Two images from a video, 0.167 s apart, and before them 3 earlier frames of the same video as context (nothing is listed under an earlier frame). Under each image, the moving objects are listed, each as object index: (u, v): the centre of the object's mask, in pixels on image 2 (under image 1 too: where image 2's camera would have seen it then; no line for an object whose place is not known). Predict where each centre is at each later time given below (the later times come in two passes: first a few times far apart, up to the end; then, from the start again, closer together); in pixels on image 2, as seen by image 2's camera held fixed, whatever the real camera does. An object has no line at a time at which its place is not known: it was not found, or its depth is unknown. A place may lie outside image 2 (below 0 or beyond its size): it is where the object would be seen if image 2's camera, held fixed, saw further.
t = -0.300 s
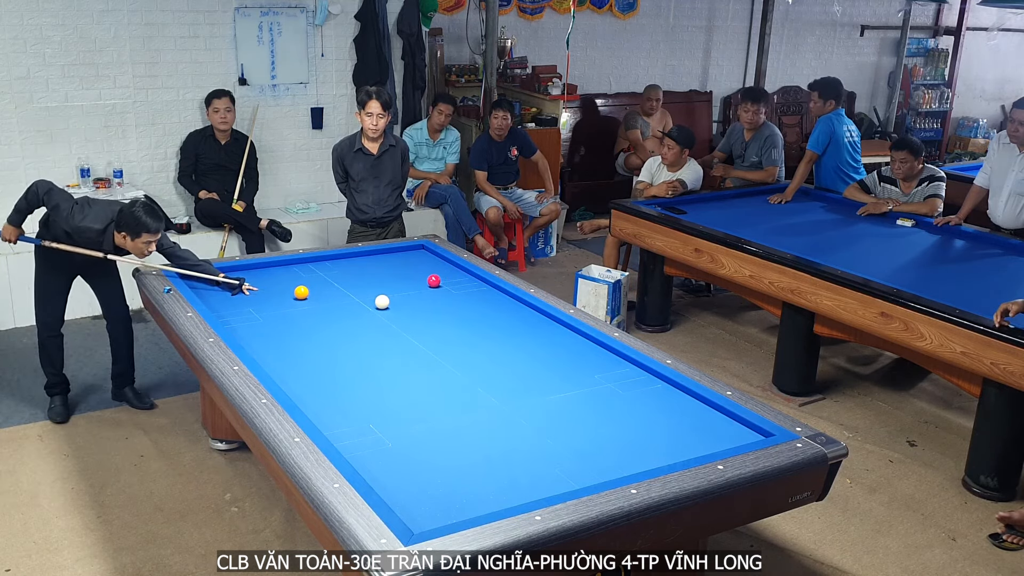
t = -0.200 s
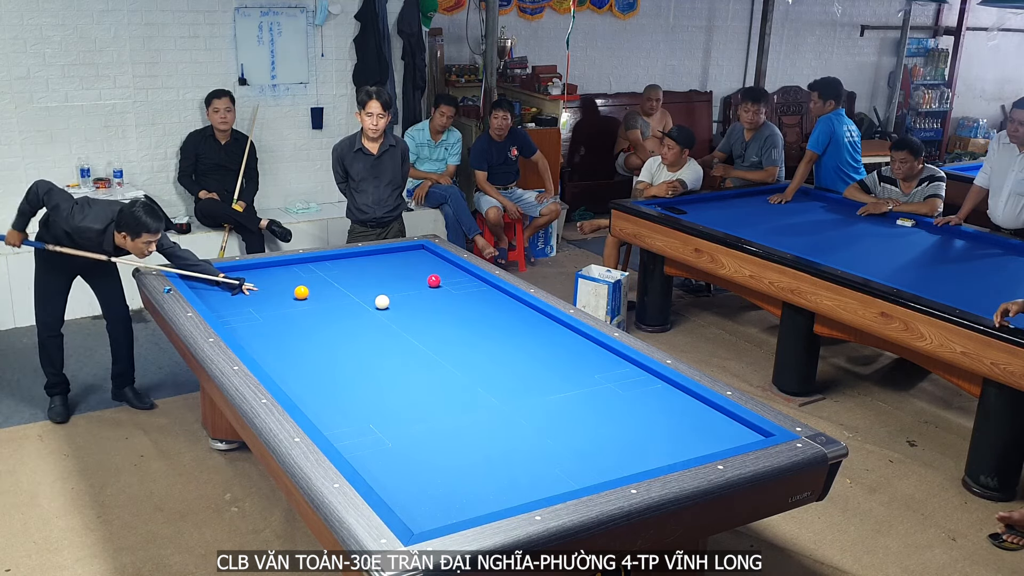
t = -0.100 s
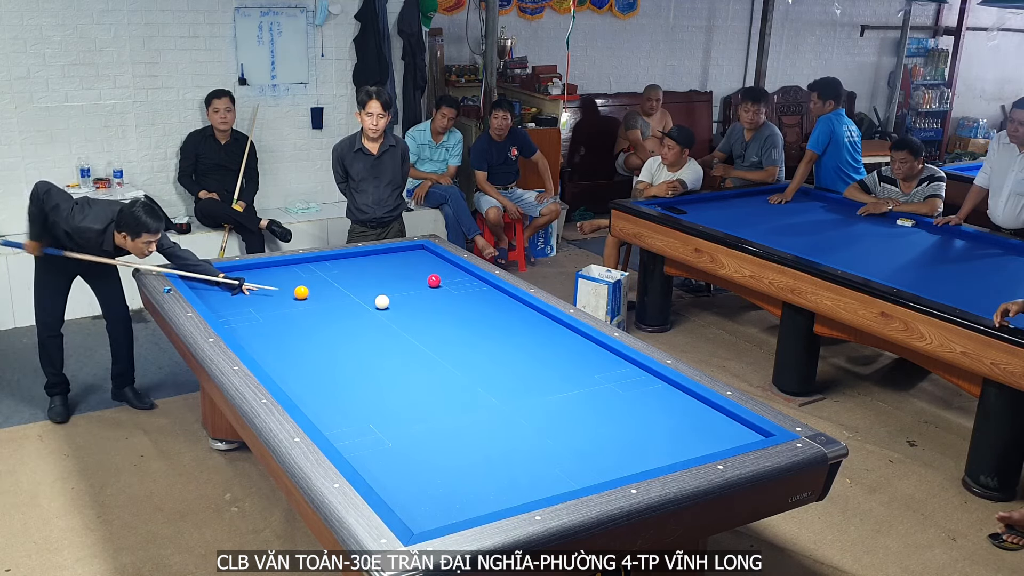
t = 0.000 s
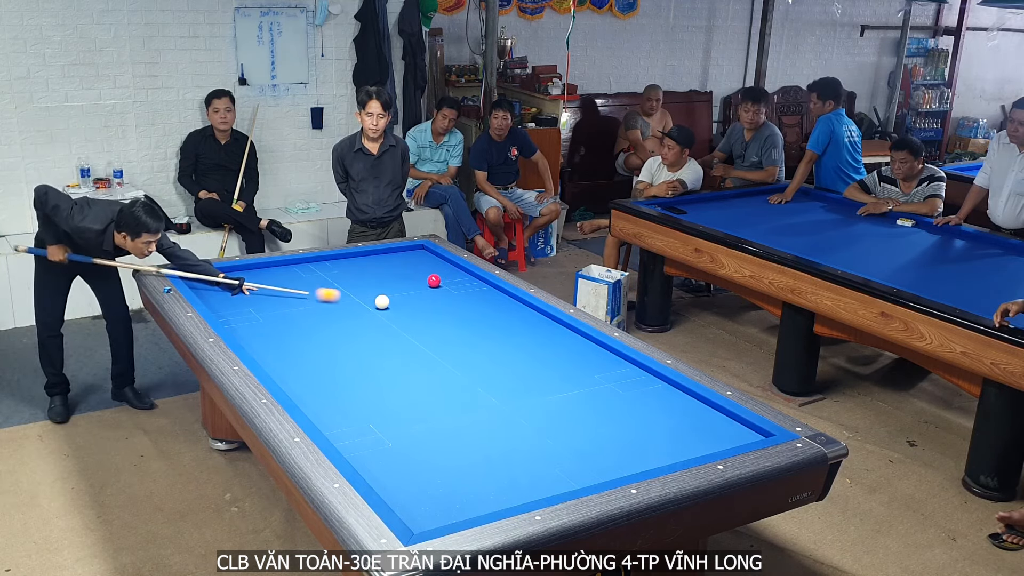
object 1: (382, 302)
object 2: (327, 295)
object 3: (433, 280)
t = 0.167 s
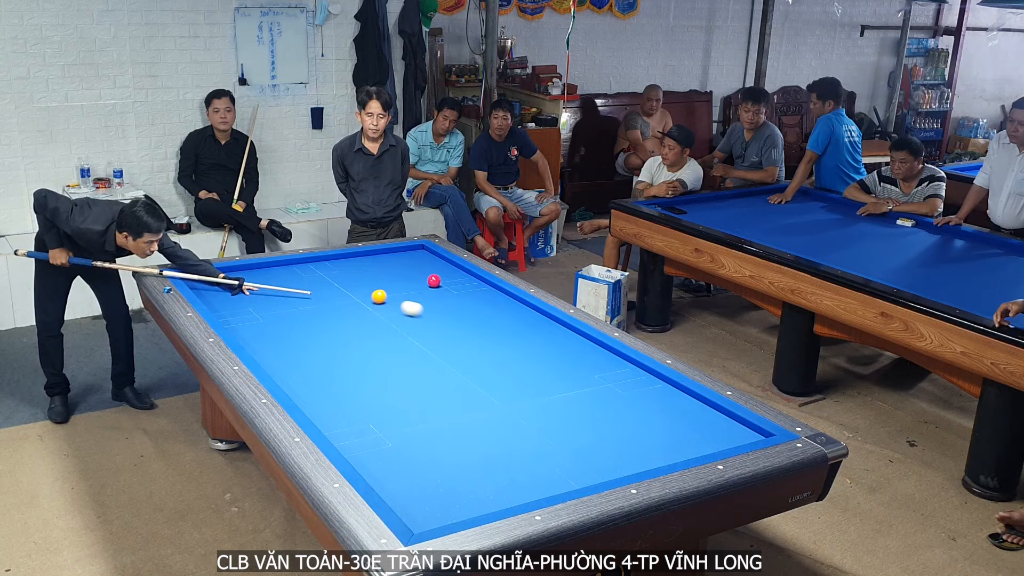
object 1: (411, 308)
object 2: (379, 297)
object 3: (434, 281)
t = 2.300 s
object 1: (545, 409)
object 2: (425, 265)
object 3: (451, 280)
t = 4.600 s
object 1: (240, 330)
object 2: (428, 252)
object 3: (421, 285)
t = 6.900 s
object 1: (242, 268)
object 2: (424, 250)
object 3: (420, 285)
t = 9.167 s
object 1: (301, 281)
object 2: (424, 250)
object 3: (420, 285)
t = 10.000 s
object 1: (312, 284)
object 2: (424, 250)
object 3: (420, 285)
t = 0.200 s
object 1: (423, 311)
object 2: (382, 296)
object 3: (434, 281)
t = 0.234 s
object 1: (435, 314)
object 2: (385, 295)
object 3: (434, 281)
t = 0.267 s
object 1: (447, 317)
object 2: (387, 294)
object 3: (434, 281)
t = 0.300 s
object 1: (458, 319)
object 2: (390, 293)
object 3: (434, 281)
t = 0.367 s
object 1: (480, 324)
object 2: (395, 291)
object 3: (434, 281)
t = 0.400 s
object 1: (491, 327)
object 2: (398, 291)
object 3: (434, 281)
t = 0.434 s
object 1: (502, 329)
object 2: (400, 290)
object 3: (434, 281)
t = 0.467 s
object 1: (512, 332)
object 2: (403, 289)
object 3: (434, 281)
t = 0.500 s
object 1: (522, 334)
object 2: (405, 288)
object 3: (434, 281)
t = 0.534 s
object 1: (532, 336)
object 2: (408, 287)
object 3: (434, 281)
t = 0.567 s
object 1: (542, 339)
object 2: (410, 287)
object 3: (434, 281)
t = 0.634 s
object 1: (564, 344)
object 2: (415, 285)
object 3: (434, 281)
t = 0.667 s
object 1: (574, 346)
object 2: (417, 284)
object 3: (434, 281)
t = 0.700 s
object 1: (585, 349)
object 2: (420, 283)
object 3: (434, 280)
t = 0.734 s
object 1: (596, 351)
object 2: (421, 283)
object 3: (434, 280)
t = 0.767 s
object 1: (607, 354)
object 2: (421, 282)
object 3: (436, 280)
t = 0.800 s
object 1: (618, 356)
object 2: (421, 282)
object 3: (439, 280)
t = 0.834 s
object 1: (622, 360)
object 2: (421, 281)
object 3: (441, 280)
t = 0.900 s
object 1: (625, 368)
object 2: (422, 280)
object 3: (445, 279)
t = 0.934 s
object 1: (628, 372)
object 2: (422, 280)
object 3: (447, 279)
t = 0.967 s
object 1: (631, 376)
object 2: (422, 280)
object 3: (448, 279)
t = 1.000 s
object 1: (634, 379)
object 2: (422, 279)
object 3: (450, 278)
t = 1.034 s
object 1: (637, 384)
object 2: (422, 279)
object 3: (452, 278)
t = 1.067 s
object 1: (641, 388)
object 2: (422, 278)
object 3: (454, 278)
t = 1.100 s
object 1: (644, 392)
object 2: (422, 278)
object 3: (456, 278)
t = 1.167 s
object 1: (652, 400)
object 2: (423, 277)
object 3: (459, 277)
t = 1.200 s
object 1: (655, 404)
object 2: (423, 276)
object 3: (461, 277)
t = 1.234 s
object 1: (660, 409)
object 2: (423, 276)
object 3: (463, 277)
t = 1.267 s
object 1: (664, 413)
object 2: (423, 276)
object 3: (465, 277)
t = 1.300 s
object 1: (667, 418)
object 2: (423, 275)
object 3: (467, 277)
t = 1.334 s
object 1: (672, 422)
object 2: (423, 275)
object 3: (468, 276)
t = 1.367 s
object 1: (676, 427)
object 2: (423, 274)
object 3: (470, 276)
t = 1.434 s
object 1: (684, 437)
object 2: (423, 273)
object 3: (473, 276)
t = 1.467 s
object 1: (689, 442)
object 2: (423, 273)
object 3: (472, 276)
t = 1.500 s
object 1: (693, 446)
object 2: (424, 273)
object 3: (471, 276)
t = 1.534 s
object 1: (696, 449)
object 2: (424, 272)
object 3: (470, 276)
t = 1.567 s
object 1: (690, 449)
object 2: (424, 272)
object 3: (469, 276)
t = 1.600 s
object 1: (681, 447)
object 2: (424, 272)
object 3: (468, 277)
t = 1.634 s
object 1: (673, 444)
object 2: (424, 271)
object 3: (468, 277)
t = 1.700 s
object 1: (657, 439)
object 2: (424, 270)
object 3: (466, 277)
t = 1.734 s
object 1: (650, 437)
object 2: (424, 270)
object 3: (465, 277)
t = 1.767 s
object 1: (643, 435)
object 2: (424, 270)
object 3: (464, 277)
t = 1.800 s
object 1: (637, 434)
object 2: (424, 269)
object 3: (463, 278)
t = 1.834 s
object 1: (630, 432)
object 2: (424, 269)
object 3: (462, 278)
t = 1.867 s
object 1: (623, 430)
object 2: (424, 269)
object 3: (462, 278)
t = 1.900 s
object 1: (617, 428)
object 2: (424, 268)
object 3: (461, 278)
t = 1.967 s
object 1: (605, 425)
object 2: (425, 268)
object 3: (459, 278)
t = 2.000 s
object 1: (599, 424)
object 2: (425, 267)
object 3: (458, 279)
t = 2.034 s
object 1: (592, 422)
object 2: (425, 267)
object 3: (457, 278)
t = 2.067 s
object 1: (586, 420)
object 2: (425, 267)
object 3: (457, 279)
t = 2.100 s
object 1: (580, 419)
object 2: (425, 266)
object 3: (456, 279)
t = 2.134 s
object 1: (574, 417)
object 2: (425, 266)
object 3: (455, 279)
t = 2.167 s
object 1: (568, 416)
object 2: (425, 266)
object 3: (454, 279)
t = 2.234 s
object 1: (557, 413)
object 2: (425, 265)
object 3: (453, 280)
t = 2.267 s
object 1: (551, 411)
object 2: (425, 265)
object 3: (452, 280)
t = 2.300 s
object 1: (545, 409)
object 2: (425, 265)
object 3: (451, 280)
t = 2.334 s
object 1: (540, 408)
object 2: (426, 264)
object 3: (450, 280)
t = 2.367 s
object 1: (534, 406)
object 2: (426, 264)
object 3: (450, 280)
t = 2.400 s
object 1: (528, 405)
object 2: (426, 264)
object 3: (449, 280)
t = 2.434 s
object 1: (523, 404)
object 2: (426, 264)
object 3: (448, 280)
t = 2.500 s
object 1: (512, 401)
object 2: (426, 263)
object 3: (447, 280)
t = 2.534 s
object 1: (507, 400)
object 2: (426, 263)
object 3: (446, 281)
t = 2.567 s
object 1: (501, 398)
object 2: (426, 262)
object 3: (446, 281)
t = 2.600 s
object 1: (496, 396)
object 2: (426, 262)
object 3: (445, 281)
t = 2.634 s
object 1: (490, 395)
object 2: (426, 262)
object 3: (444, 281)
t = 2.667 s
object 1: (485, 394)
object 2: (426, 262)
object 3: (444, 281)
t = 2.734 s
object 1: (475, 391)
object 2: (426, 261)
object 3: (442, 281)
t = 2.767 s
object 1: (470, 390)
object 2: (426, 261)
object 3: (442, 281)
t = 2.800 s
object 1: (465, 389)
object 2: (426, 261)
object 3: (441, 282)
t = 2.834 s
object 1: (460, 387)
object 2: (426, 260)
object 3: (440, 282)
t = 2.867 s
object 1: (455, 386)
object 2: (427, 260)
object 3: (440, 282)
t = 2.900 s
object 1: (450, 385)
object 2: (427, 260)
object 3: (439, 282)
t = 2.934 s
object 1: (445, 383)
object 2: (427, 260)
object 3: (439, 282)
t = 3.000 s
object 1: (436, 381)
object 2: (427, 259)
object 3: (438, 282)
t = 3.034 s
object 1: (431, 379)
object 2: (427, 259)
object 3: (437, 282)
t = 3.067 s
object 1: (426, 378)
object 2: (427, 259)
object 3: (436, 283)
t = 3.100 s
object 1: (422, 377)
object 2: (427, 259)
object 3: (436, 283)
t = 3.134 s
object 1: (417, 376)
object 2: (427, 258)
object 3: (435, 283)
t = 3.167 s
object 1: (413, 374)
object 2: (427, 258)
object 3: (435, 283)
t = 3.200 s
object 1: (408, 373)
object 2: (427, 258)
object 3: (434, 283)
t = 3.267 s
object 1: (398, 371)
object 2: (427, 258)
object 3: (433, 283)
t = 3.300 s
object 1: (394, 370)
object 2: (427, 257)
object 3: (433, 283)
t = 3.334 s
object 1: (390, 368)
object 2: (427, 257)
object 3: (432, 283)
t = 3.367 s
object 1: (385, 367)
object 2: (427, 257)
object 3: (432, 283)
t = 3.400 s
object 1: (381, 366)
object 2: (428, 257)
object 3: (432, 283)
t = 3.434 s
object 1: (377, 365)
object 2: (428, 257)
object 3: (431, 284)
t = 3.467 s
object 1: (372, 364)
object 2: (428, 256)
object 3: (431, 284)
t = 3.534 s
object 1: (363, 362)
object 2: (428, 256)
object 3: (430, 284)
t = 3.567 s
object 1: (359, 361)
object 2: (428, 256)
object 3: (429, 284)
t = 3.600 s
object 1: (355, 359)
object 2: (428, 256)
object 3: (429, 284)
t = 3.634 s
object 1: (350, 359)
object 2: (428, 256)
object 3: (429, 284)
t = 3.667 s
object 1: (346, 358)
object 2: (428, 255)
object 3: (428, 284)
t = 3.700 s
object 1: (342, 357)
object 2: (428, 255)
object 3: (428, 284)
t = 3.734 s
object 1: (338, 355)
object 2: (428, 255)
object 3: (428, 284)
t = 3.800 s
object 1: (330, 353)
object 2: (428, 255)
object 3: (427, 284)
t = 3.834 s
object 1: (326, 352)
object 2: (428, 255)
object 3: (427, 284)
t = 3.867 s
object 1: (322, 351)
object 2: (428, 254)
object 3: (426, 284)
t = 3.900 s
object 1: (318, 350)
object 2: (428, 254)
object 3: (426, 285)
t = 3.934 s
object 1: (314, 349)
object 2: (428, 254)
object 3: (426, 285)
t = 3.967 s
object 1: (310, 348)
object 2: (428, 254)
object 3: (425, 285)
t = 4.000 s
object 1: (306, 347)
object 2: (428, 254)
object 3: (425, 285)
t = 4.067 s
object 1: (298, 345)
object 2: (428, 254)
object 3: (424, 285)
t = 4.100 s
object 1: (294, 344)
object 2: (428, 254)
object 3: (424, 285)
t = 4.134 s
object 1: (290, 343)
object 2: (428, 253)
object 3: (424, 285)
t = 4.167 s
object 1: (287, 342)
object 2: (428, 253)
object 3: (424, 285)
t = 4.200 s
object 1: (283, 341)
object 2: (428, 253)
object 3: (423, 285)
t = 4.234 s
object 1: (279, 340)
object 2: (428, 253)
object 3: (423, 285)
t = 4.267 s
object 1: (275, 339)
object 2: (428, 253)
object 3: (423, 285)
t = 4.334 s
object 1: (268, 337)
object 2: (428, 253)
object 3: (422, 285)
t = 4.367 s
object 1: (264, 336)
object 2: (428, 252)
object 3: (422, 285)
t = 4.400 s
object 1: (261, 335)
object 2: (428, 252)
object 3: (422, 285)
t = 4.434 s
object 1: (257, 334)
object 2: (428, 252)
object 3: (422, 285)
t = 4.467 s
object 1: (253, 334)
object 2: (428, 252)
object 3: (422, 285)
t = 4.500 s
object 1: (250, 333)
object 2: (428, 252)
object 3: (421, 285)
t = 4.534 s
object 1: (246, 332)
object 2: (428, 252)
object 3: (421, 285)
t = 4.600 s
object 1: (240, 330)
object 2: (428, 252)
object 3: (421, 285)
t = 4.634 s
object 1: (236, 329)
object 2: (428, 252)
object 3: (421, 285)
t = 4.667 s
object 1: (233, 327)
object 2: (428, 252)
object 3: (421, 285)
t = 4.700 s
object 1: (233, 326)
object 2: (428, 252)
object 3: (421, 285)
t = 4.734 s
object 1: (234, 325)
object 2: (428, 252)
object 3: (420, 285)
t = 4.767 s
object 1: (234, 324)
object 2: (428, 251)
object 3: (420, 285)
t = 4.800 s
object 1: (234, 323)
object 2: (428, 251)
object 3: (420, 285)
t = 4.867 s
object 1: (234, 321)
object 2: (427, 251)
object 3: (420, 285)
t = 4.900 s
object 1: (234, 320)
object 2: (427, 251)
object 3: (420, 285)
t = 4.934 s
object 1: (234, 318)
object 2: (427, 251)
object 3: (420, 285)
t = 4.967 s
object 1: (235, 317)
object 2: (427, 251)
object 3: (420, 285)
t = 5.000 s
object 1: (235, 316)
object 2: (427, 251)
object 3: (420, 285)
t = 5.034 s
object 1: (235, 315)
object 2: (426, 251)
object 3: (420, 285)
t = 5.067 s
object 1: (235, 314)
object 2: (426, 251)
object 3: (420, 285)
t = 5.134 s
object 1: (235, 311)
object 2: (426, 251)
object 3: (420, 285)
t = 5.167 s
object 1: (235, 311)
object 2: (426, 251)
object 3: (420, 285)
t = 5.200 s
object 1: (235, 309)
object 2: (426, 251)
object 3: (420, 285)
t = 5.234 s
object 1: (236, 308)
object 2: (426, 251)
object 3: (420, 285)
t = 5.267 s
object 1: (236, 307)
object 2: (426, 250)
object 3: (420, 285)
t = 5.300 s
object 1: (236, 306)
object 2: (426, 250)
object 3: (420, 285)
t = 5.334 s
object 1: (236, 305)
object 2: (425, 250)
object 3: (420, 285)
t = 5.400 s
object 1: (236, 303)
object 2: (425, 250)
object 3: (420, 285)
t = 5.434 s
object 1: (236, 302)
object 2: (425, 250)
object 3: (420, 285)
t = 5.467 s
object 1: (236, 301)
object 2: (425, 250)
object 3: (420, 285)
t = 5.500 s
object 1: (237, 300)
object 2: (425, 250)
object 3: (420, 285)
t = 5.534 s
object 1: (237, 299)
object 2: (425, 250)
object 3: (420, 285)
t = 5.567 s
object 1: (237, 298)
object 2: (425, 250)
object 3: (420, 285)
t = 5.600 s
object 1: (237, 297)
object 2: (425, 250)
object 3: (420, 285)
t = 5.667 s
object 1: (237, 295)
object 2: (425, 250)
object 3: (420, 285)
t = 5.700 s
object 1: (237, 294)
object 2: (425, 250)
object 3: (420, 285)
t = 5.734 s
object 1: (237, 293)
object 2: (425, 250)
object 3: (420, 285)
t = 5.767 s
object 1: (237, 293)
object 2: (425, 250)
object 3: (420, 285)
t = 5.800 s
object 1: (237, 292)
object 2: (425, 250)
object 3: (420, 285)
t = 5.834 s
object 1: (238, 291)
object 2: (425, 250)
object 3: (420, 285)
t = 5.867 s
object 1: (238, 290)
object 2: (425, 250)
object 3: (420, 285)
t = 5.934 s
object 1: (238, 288)
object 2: (424, 250)
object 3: (420, 285)
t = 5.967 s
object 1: (238, 287)
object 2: (424, 250)
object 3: (420, 285)
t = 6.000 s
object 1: (238, 286)
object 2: (425, 250)
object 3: (420, 285)
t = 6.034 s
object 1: (238, 285)
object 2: (424, 250)
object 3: (420, 285)
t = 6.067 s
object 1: (238, 285)
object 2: (425, 250)
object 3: (420, 285)
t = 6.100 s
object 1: (238, 284)
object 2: (424, 250)
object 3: (420, 285)
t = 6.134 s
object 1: (238, 283)
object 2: (424, 250)
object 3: (420, 285)
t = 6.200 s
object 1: (238, 281)
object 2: (424, 250)
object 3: (420, 285)
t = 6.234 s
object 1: (238, 280)
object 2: (424, 250)
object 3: (420, 285)
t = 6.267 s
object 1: (239, 280)
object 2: (424, 250)
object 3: (420, 285)
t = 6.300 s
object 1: (239, 279)
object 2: (424, 250)
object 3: (420, 285)
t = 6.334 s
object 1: (239, 278)
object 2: (425, 250)
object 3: (420, 285)
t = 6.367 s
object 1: (239, 278)
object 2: (424, 250)
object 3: (420, 285)
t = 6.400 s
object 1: (239, 277)
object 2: (425, 250)
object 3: (420, 285)
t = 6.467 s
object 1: (239, 275)
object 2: (424, 250)
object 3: (420, 285)
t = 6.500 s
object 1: (239, 274)
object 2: (424, 250)
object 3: (420, 285)
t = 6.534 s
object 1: (239, 274)
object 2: (424, 250)
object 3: (420, 285)
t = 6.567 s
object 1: (239, 273)
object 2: (424, 250)
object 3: (420, 285)
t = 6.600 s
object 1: (239, 272)
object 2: (424, 250)
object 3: (420, 285)
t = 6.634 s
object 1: (239, 272)
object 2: (424, 250)
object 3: (420, 285)
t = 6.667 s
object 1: (239, 271)
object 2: (424, 250)
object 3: (420, 285)
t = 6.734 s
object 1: (240, 270)
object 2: (424, 250)
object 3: (420, 285)
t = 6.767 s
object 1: (240, 269)
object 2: (424, 250)
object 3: (420, 285)
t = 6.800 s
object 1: (240, 268)
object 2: (424, 250)
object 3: (420, 285)
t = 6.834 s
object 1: (240, 267)
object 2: (424, 250)
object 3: (420, 285)
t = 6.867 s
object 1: (240, 267)
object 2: (424, 250)
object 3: (420, 285)
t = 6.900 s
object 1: (242, 268)
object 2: (424, 250)
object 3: (420, 285)
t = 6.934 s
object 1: (243, 268)
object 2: (424, 250)
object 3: (420, 285)
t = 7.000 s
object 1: (245, 268)
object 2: (424, 250)
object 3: (420, 285)
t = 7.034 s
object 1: (246, 269)
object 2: (424, 250)
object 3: (420, 285)
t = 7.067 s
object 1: (247, 269)
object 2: (424, 250)
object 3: (420, 285)
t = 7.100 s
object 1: (248, 269)
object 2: (424, 250)
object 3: (420, 285)
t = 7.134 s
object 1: (250, 269)
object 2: (424, 250)
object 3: (420, 285)
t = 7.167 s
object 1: (251, 270)
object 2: (424, 250)
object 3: (420, 285)
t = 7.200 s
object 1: (252, 270)
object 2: (424, 250)
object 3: (420, 285)
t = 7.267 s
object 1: (254, 270)
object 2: (424, 250)
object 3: (420, 285)
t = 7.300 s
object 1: (255, 271)
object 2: (424, 250)
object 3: (420, 285)
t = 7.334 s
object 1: (256, 271)
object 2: (424, 250)
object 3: (420, 285)
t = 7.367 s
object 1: (257, 271)
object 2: (424, 250)
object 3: (420, 285)
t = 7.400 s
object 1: (258, 271)
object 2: (424, 250)
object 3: (420, 285)
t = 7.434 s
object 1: (259, 272)
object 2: (424, 250)
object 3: (420, 285)
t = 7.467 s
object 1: (260, 272)
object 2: (424, 250)
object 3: (420, 285)
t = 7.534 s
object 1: (262, 273)
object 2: (424, 250)
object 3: (420, 285)
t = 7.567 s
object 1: (263, 273)
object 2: (424, 250)
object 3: (420, 285)
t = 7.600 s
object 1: (264, 273)
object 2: (424, 250)
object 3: (420, 285)
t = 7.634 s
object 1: (265, 273)
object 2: (424, 250)
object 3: (420, 285)
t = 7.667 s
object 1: (266, 273)
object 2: (424, 250)
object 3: (420, 285)
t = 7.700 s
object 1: (267, 274)
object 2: (424, 250)
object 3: (420, 285)
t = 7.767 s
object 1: (269, 274)
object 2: (424, 250)
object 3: (420, 286)
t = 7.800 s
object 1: (270, 274)
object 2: (424, 250)
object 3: (420, 285)
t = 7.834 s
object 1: (271, 275)
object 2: (424, 250)
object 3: (420, 285)
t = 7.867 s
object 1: (272, 275)
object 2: (424, 250)
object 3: (420, 285)
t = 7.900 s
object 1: (273, 275)
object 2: (424, 250)
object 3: (420, 285)
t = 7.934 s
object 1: (274, 275)
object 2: (424, 250)
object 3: (420, 285)
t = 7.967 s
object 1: (275, 275)
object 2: (424, 250)
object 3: (420, 286)
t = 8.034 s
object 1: (277, 276)
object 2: (424, 250)
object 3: (420, 285)
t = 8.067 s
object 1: (277, 276)
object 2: (424, 250)
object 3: (420, 285)
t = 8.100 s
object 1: (278, 276)
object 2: (424, 250)
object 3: (420, 285)
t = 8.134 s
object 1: (279, 276)
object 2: (424, 250)
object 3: (420, 285)
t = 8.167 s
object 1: (280, 276)
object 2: (424, 250)
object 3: (420, 285)
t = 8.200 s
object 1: (281, 277)
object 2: (424, 250)
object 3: (420, 285)
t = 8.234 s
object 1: (282, 277)
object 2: (424, 250)
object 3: (420, 285)
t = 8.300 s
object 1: (283, 277)
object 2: (424, 250)
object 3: (420, 285)
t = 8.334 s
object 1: (284, 277)
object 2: (424, 250)
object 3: (420, 285)
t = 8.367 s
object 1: (285, 278)
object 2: (424, 250)
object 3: (420, 285)
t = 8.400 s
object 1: (286, 278)
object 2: (424, 250)
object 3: (420, 285)
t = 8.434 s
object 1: (286, 278)
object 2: (424, 250)
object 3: (420, 285)
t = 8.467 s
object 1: (287, 278)
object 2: (424, 250)
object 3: (420, 285)
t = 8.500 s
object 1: (288, 278)
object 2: (424, 250)
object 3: (420, 285)
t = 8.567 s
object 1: (289, 279)
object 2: (424, 250)
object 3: (420, 285)
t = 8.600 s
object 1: (290, 279)
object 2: (424, 250)
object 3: (420, 285)
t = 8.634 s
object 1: (291, 279)
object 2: (424, 250)
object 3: (420, 285)
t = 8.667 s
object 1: (292, 279)
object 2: (424, 250)
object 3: (420, 285)
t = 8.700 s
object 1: (292, 279)
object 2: (424, 250)
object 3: (420, 285)
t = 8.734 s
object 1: (293, 280)
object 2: (424, 250)
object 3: (420, 285)
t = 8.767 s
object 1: (294, 280)
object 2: (424, 250)
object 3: (420, 285)
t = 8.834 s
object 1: (295, 280)
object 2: (424, 250)
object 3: (420, 285)
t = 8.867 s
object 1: (296, 280)
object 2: (424, 250)
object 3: (420, 285)
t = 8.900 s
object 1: (296, 280)
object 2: (424, 250)
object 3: (420, 285)
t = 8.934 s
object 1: (297, 280)
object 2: (424, 250)
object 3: (420, 285)
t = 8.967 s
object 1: (298, 281)
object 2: (424, 250)
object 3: (420, 285)
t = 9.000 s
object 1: (298, 281)
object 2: (424, 250)
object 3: (420, 285)
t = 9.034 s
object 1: (299, 281)
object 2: (424, 250)
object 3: (420, 285)
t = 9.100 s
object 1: (300, 281)
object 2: (424, 250)
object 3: (420, 285)
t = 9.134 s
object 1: (300, 281)
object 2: (424, 250)
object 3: (420, 285)
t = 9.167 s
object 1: (301, 281)
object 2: (424, 250)
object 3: (420, 285)
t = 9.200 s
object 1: (302, 282)
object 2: (424, 250)
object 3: (420, 285)
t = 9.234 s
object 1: (302, 282)
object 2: (424, 250)
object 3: (420, 285)
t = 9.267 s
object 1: (303, 282)
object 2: (424, 250)
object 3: (420, 285)
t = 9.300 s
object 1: (303, 282)
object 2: (424, 250)
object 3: (420, 285)
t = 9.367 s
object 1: (304, 282)
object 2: (424, 250)
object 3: (420, 285)
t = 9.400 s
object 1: (305, 282)
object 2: (424, 250)
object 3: (420, 285)
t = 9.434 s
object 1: (305, 282)
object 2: (424, 250)
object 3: (420, 285)
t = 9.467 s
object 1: (306, 283)
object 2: (424, 250)
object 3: (420, 285)
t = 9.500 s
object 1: (306, 283)
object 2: (424, 250)
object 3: (420, 285)
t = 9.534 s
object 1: (307, 283)
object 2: (424, 250)
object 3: (420, 285)
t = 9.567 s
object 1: (307, 283)
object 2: (424, 250)
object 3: (420, 285)
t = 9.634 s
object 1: (308, 283)
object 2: (424, 250)
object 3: (420, 285)
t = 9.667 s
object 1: (309, 283)
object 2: (424, 250)
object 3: (420, 285)
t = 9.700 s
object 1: (309, 283)
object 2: (424, 250)
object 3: (420, 285)
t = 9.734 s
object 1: (309, 283)
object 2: (424, 250)
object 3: (420, 285)
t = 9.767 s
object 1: (310, 283)
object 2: (424, 250)
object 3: (420, 285)
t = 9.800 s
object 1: (310, 284)
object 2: (424, 250)
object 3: (420, 285)
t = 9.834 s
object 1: (311, 284)
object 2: (424, 250)
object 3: (420, 285)
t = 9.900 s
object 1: (311, 284)
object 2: (424, 250)
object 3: (420, 285)
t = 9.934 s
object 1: (312, 284)
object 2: (424, 250)
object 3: (420, 285)
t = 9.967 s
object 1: (312, 284)
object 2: (424, 250)
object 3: (420, 285)
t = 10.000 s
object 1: (312, 284)
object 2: (424, 250)
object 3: (420, 285)
